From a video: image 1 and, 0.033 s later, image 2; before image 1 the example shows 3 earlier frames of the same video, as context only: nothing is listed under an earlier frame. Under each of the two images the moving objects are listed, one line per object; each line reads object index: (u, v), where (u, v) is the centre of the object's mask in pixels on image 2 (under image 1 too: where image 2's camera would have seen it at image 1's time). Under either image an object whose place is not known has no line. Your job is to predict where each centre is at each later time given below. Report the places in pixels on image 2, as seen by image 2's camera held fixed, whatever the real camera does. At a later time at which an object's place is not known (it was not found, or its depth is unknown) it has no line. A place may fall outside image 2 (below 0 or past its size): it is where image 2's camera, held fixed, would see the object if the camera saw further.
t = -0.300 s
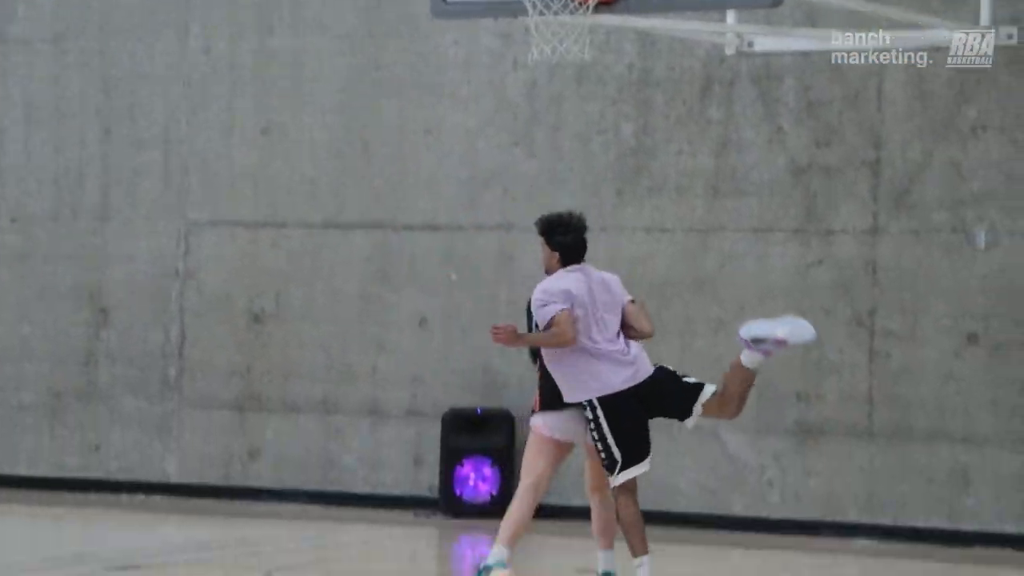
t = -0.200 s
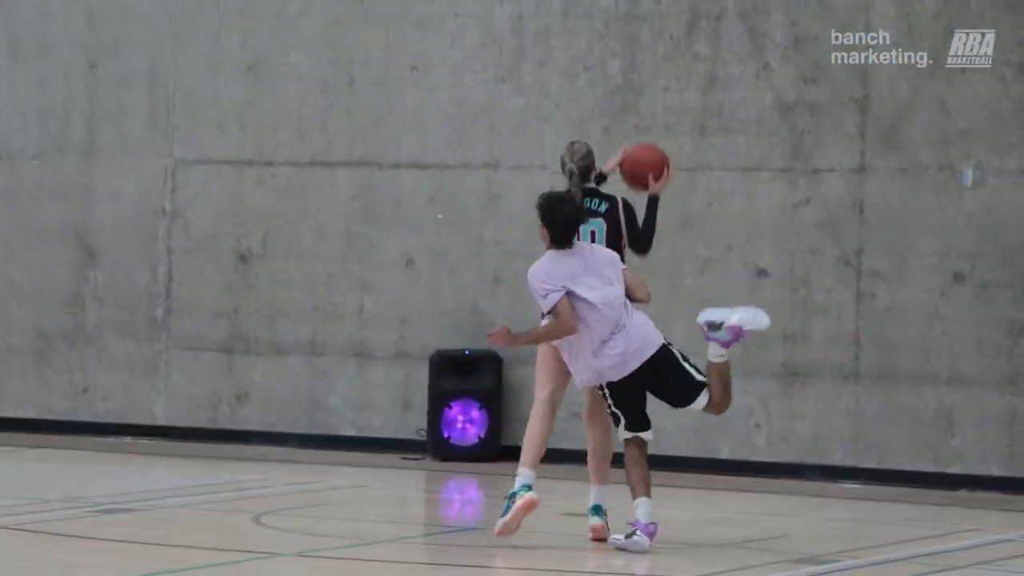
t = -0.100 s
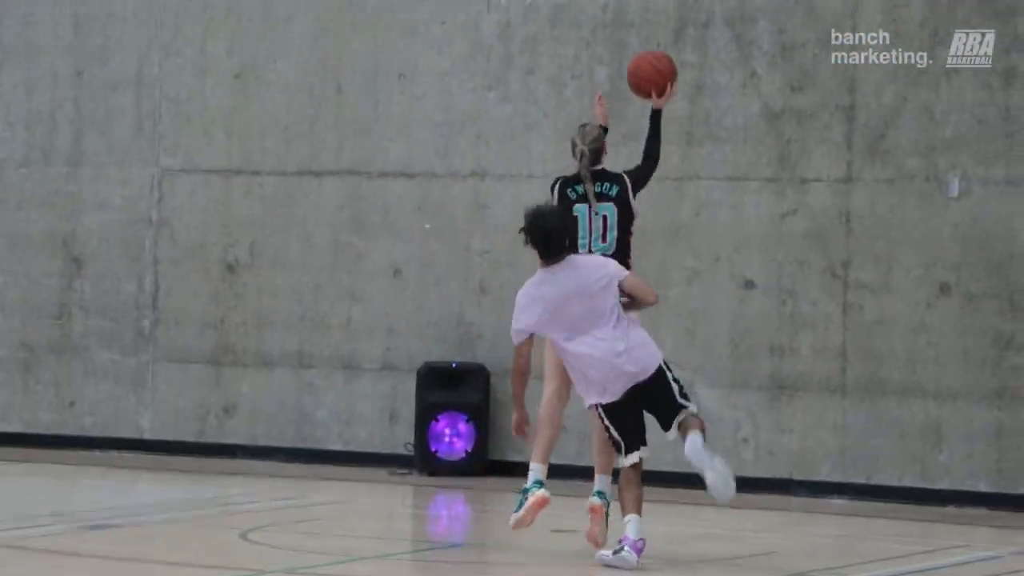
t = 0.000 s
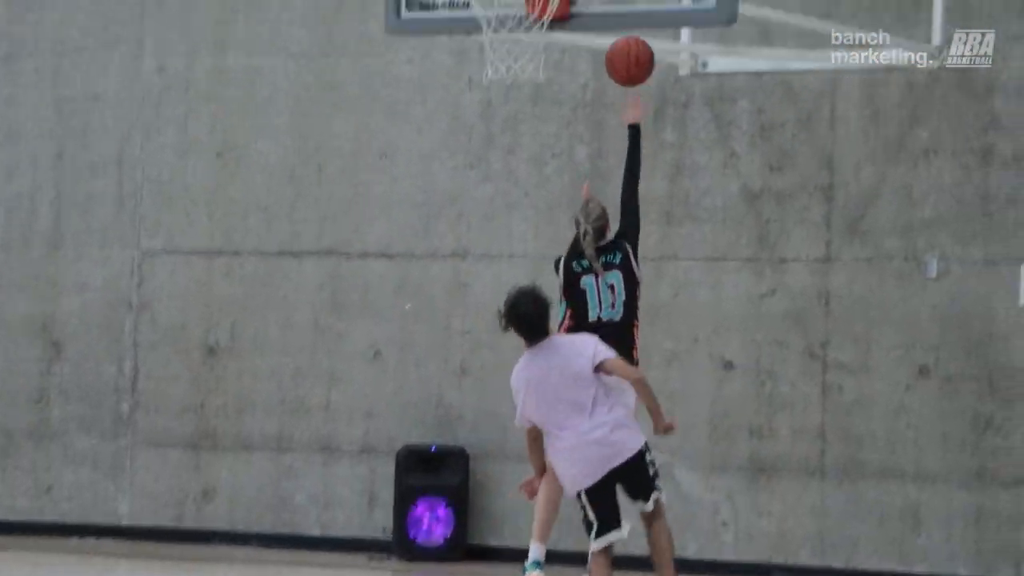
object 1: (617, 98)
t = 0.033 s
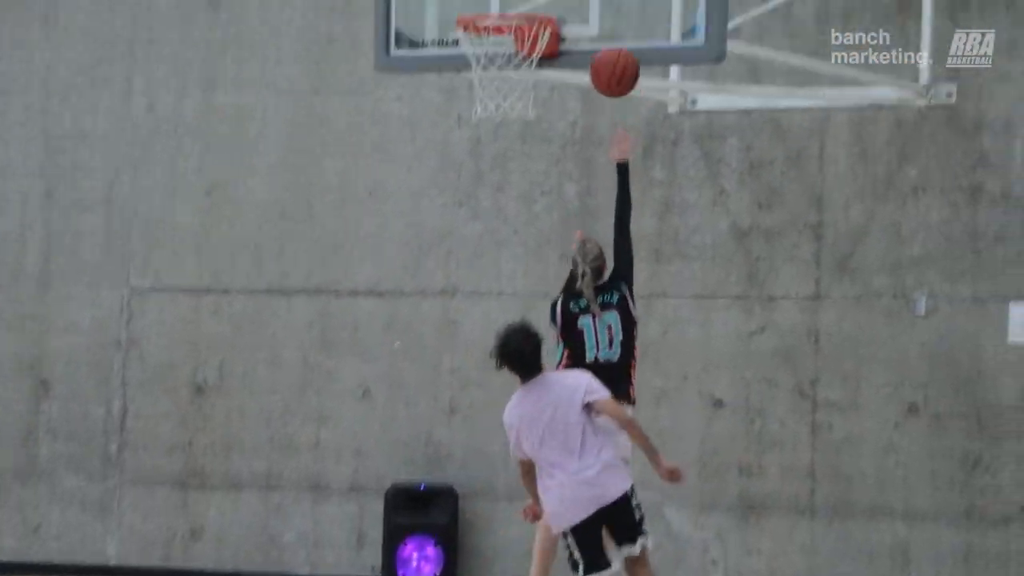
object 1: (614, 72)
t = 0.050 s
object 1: (613, 59)
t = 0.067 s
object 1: (612, 47)
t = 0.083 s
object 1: (610, 35)
